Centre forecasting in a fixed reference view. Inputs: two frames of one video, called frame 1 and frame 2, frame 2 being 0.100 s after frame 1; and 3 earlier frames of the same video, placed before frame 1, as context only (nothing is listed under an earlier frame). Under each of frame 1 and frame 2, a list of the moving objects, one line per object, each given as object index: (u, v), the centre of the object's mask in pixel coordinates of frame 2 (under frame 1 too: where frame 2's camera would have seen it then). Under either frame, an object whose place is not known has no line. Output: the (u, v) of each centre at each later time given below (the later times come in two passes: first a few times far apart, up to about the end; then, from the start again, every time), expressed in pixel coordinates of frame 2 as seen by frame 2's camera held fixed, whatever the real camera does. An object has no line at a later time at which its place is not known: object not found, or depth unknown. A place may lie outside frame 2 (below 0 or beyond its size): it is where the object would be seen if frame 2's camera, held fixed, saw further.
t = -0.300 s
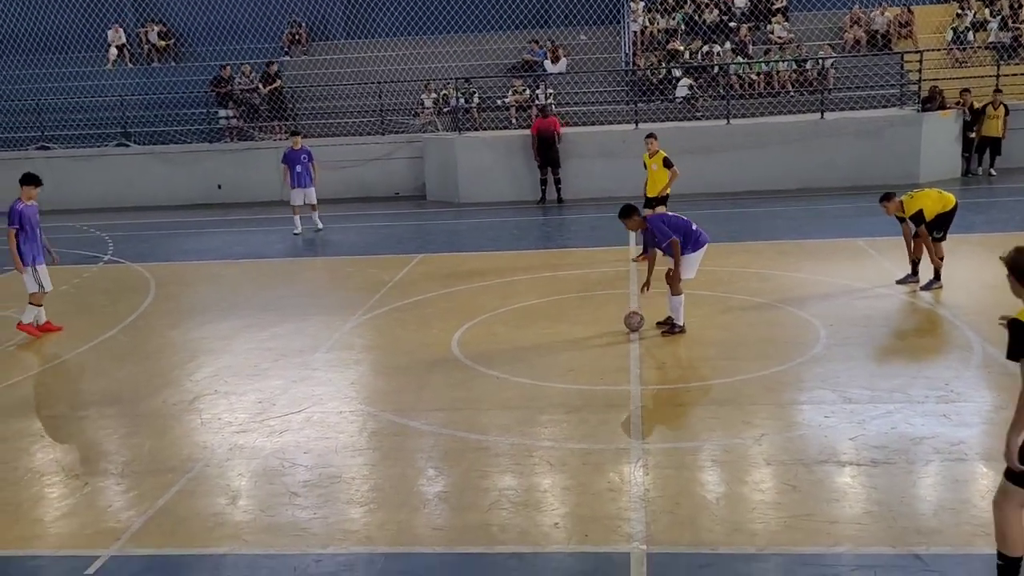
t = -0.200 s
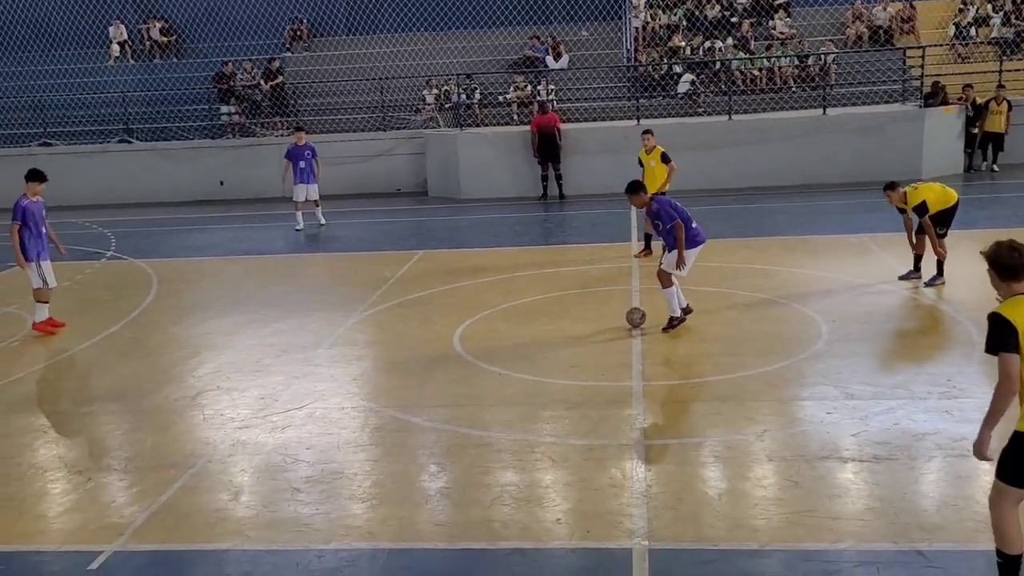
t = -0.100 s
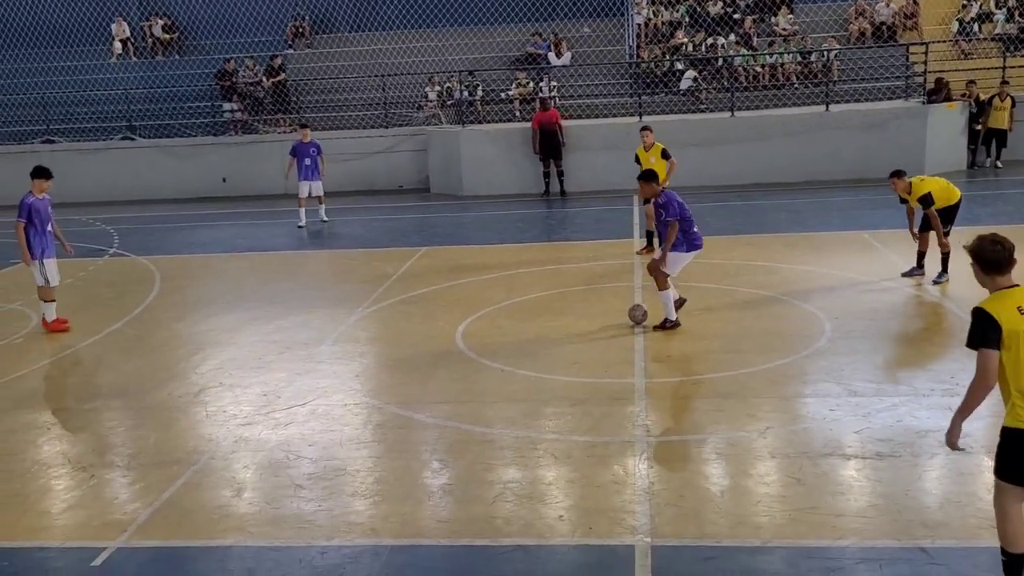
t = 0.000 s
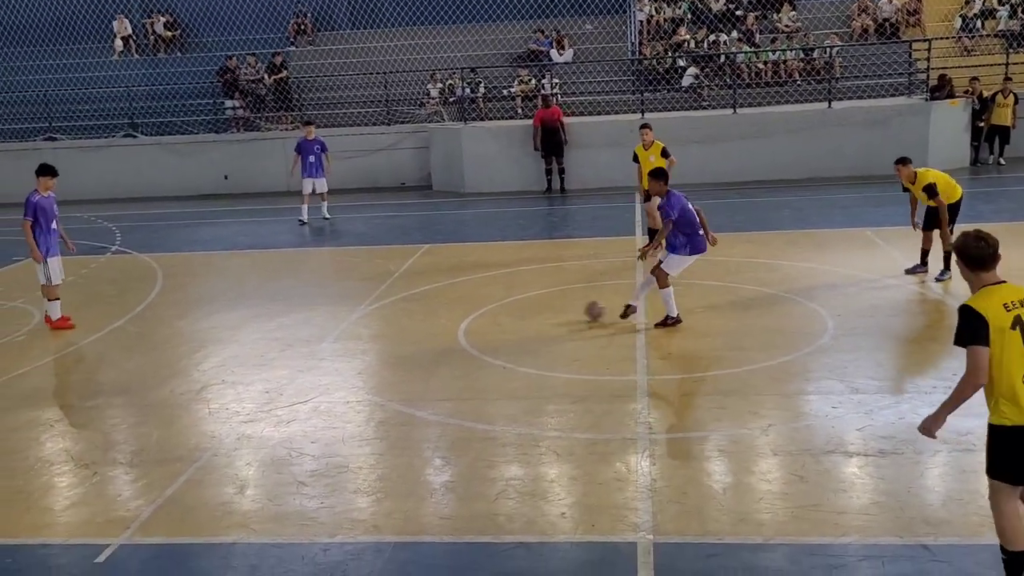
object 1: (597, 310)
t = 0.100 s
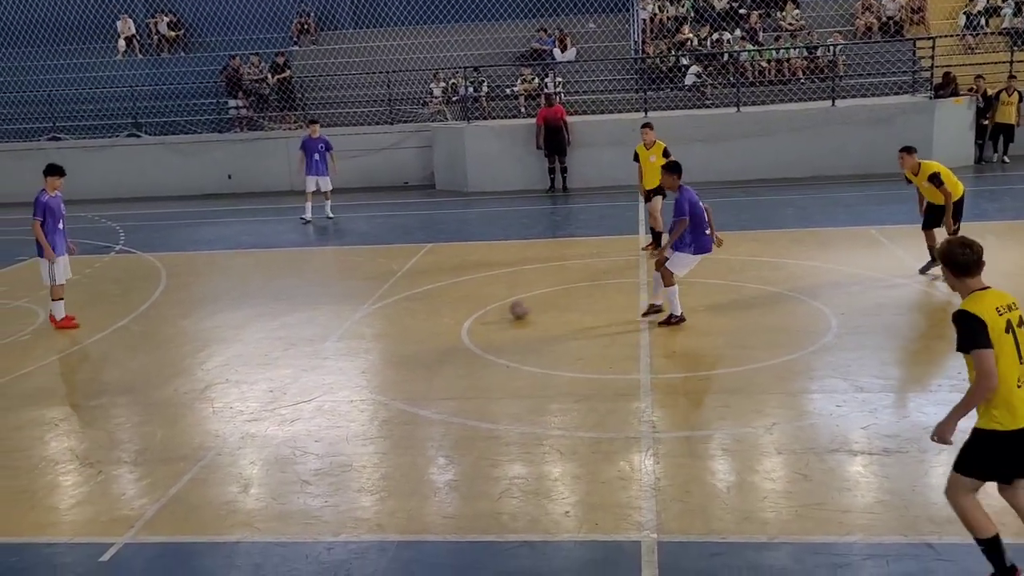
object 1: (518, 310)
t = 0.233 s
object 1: (429, 309)
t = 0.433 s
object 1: (322, 307)
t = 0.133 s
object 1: (495, 309)
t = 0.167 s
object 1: (471, 310)
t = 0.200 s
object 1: (449, 309)
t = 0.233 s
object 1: (429, 309)
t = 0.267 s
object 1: (409, 308)
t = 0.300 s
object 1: (390, 308)
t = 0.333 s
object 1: (372, 308)
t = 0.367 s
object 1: (354, 308)
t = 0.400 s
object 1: (338, 307)
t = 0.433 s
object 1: (322, 307)
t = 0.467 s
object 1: (307, 307)
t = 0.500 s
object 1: (293, 307)
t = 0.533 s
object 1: (279, 307)
